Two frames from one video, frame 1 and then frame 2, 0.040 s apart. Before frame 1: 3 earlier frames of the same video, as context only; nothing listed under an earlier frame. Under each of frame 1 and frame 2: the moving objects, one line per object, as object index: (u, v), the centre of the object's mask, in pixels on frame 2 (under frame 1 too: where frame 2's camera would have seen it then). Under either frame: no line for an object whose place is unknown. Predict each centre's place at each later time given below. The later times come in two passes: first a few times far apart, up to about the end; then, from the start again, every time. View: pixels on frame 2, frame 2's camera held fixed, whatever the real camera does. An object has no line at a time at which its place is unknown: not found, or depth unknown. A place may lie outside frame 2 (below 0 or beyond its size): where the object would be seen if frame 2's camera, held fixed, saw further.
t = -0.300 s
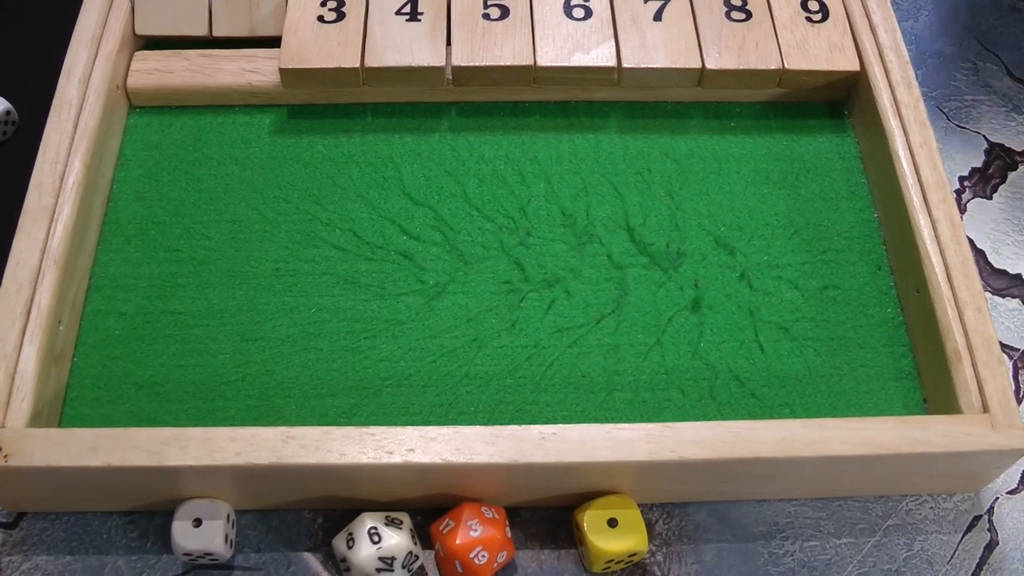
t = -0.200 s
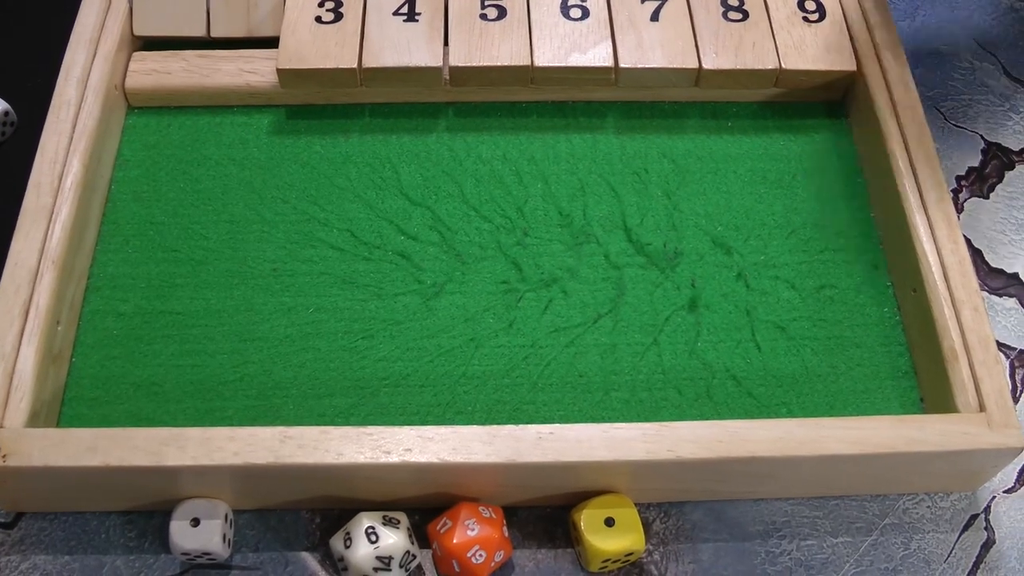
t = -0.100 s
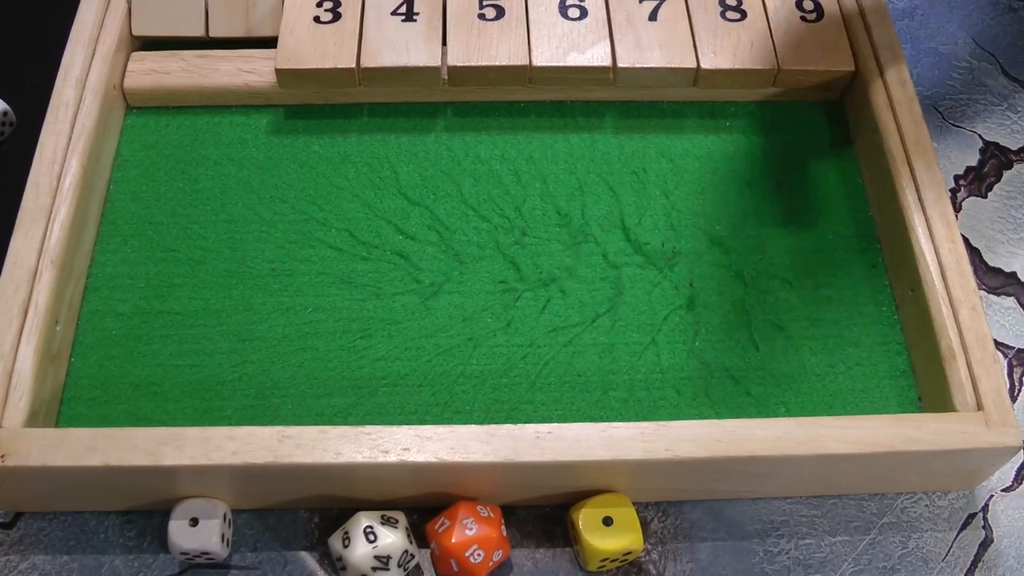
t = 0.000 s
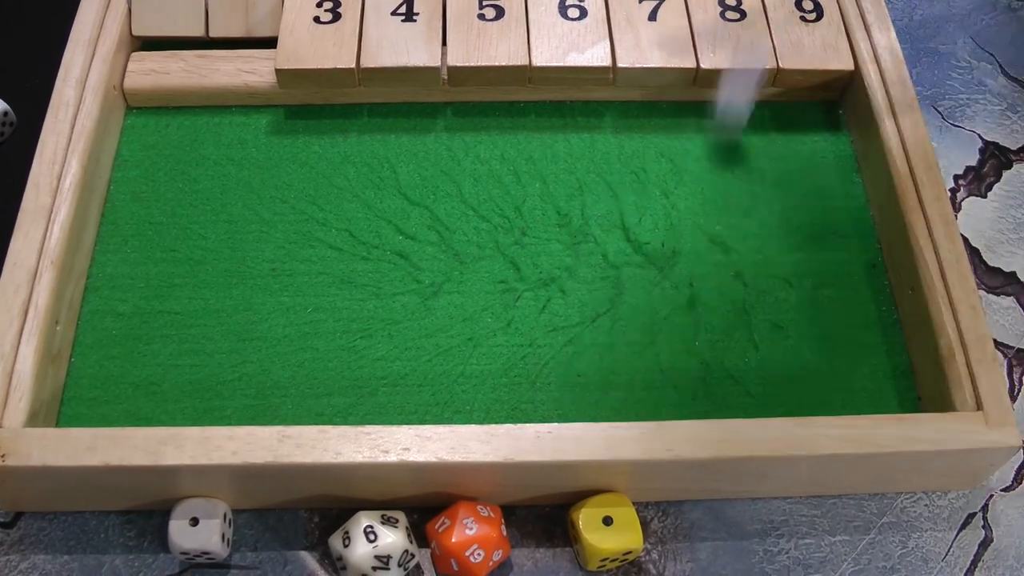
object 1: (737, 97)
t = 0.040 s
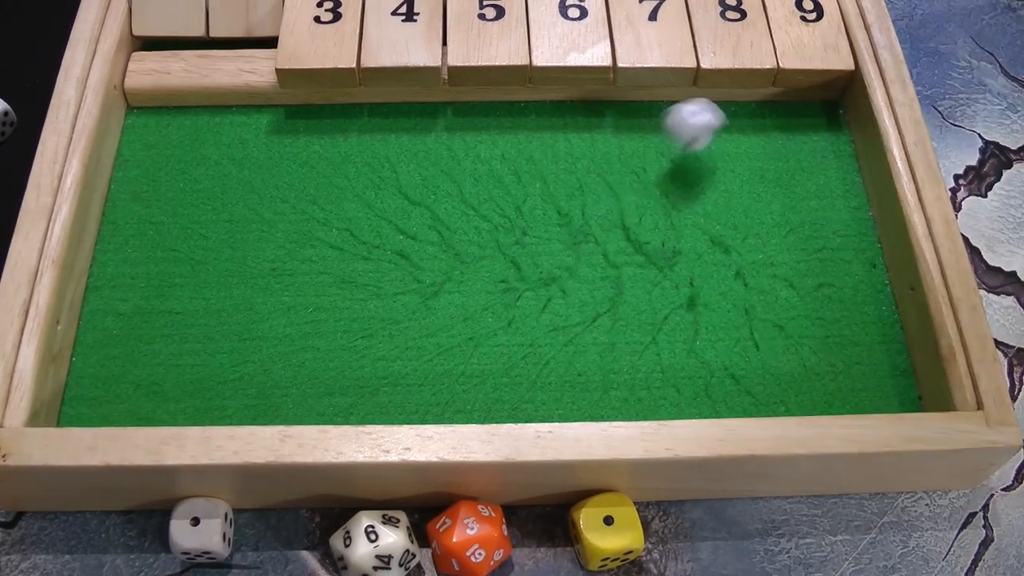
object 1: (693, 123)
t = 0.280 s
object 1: (385, 345)
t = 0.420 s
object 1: (289, 394)
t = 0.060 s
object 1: (668, 135)
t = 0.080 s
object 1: (639, 158)
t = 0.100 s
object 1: (609, 190)
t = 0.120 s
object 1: (580, 203)
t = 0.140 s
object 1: (558, 203)
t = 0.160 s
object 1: (529, 211)
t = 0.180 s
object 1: (500, 225)
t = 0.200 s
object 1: (468, 254)
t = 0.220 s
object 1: (442, 279)
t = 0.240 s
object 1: (425, 295)
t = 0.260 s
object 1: (404, 322)
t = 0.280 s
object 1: (385, 345)
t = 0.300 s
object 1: (364, 365)
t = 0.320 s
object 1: (344, 387)
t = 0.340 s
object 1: (324, 401)
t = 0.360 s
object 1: (312, 404)
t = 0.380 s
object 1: (306, 400)
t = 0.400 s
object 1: (299, 396)
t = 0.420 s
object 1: (289, 394)
